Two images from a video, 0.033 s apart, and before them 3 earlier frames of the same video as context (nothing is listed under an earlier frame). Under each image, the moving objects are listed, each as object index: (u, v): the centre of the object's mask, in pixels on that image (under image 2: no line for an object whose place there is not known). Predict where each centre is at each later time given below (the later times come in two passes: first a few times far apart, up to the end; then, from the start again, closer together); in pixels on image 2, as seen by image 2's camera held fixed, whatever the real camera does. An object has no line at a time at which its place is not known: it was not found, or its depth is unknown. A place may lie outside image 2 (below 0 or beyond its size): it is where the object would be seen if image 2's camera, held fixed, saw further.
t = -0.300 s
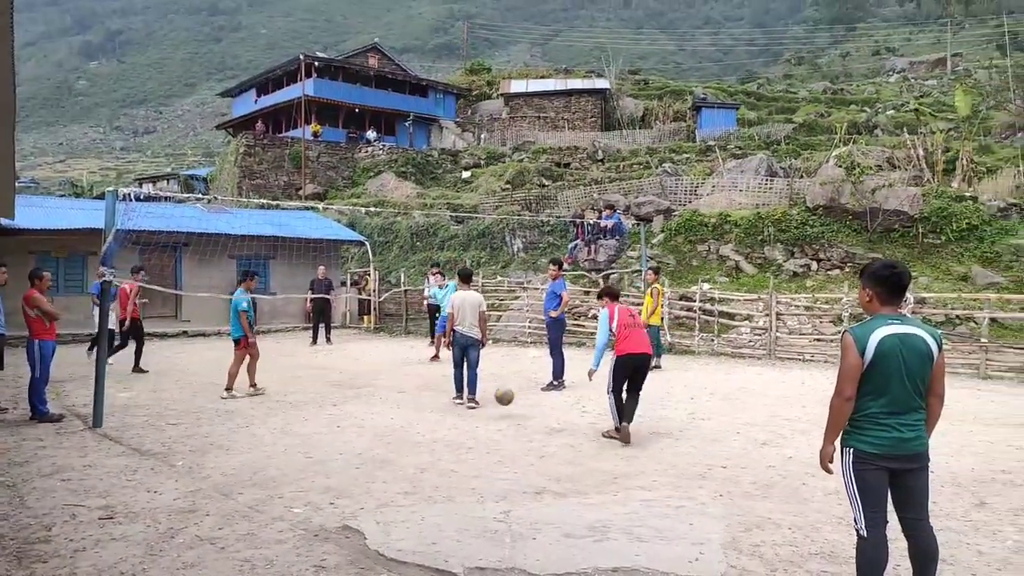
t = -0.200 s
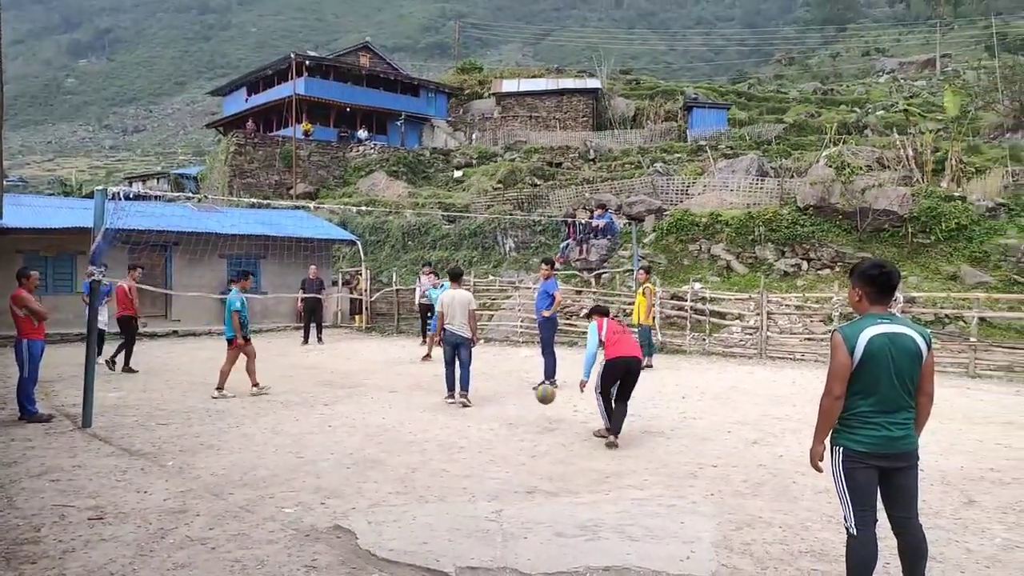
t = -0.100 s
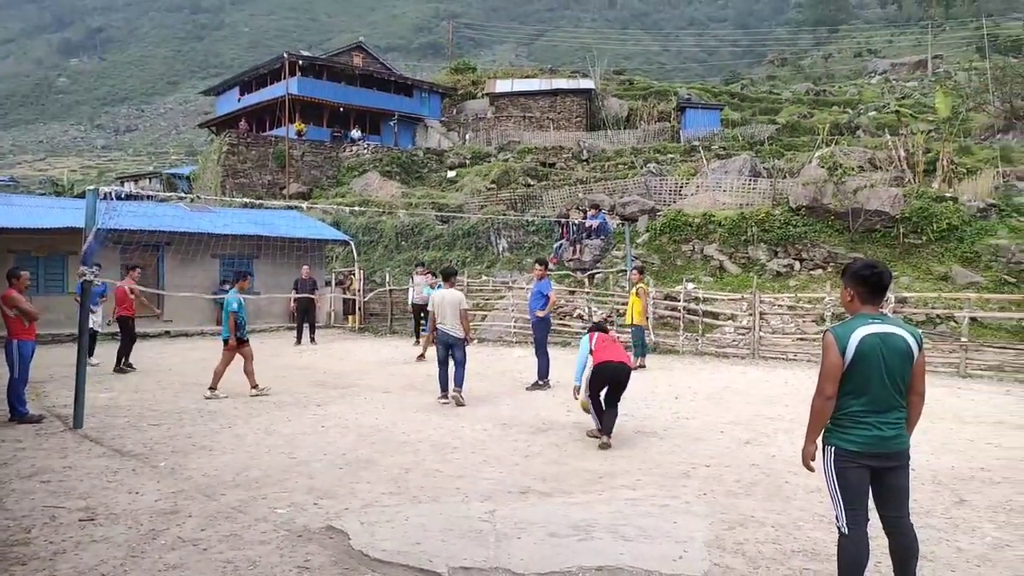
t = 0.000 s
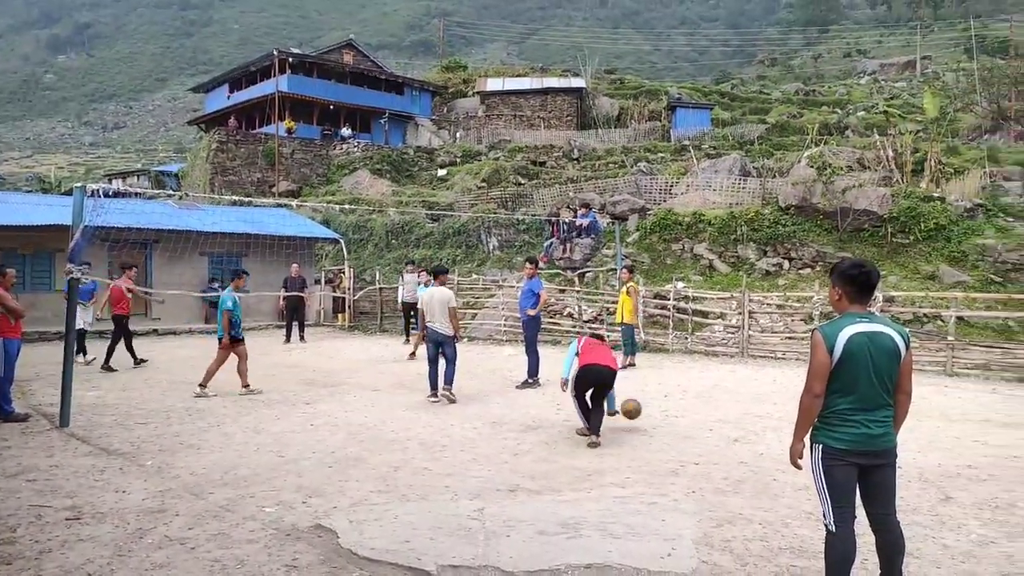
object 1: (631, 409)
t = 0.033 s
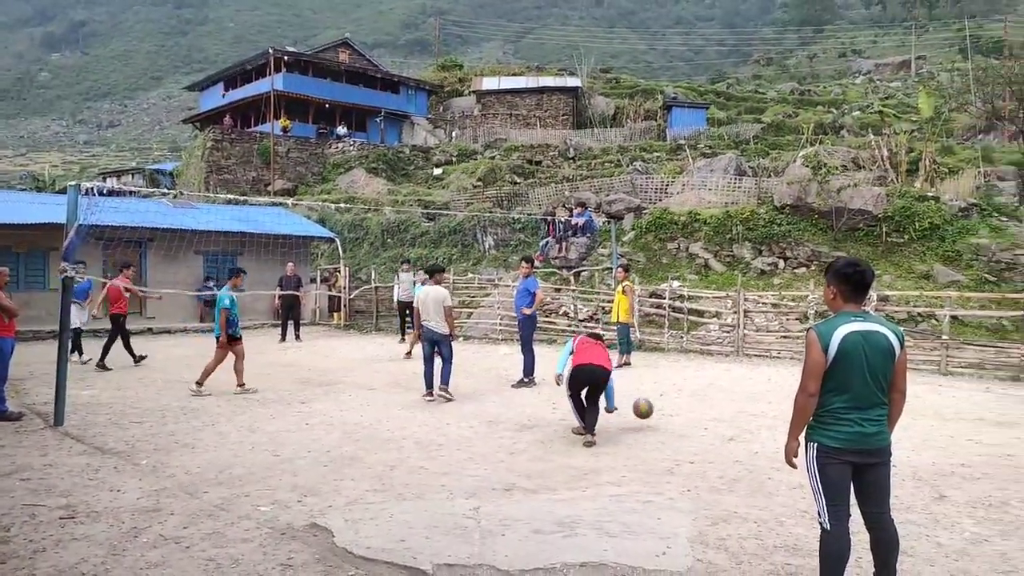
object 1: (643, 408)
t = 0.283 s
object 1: (765, 411)
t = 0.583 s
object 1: (918, 430)
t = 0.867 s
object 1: (1077, 441)
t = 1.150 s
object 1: (1250, 452)
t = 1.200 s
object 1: (1281, 456)
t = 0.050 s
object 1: (651, 409)
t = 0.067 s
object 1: (659, 410)
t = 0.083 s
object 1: (667, 412)
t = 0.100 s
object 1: (676, 413)
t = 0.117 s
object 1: (685, 415)
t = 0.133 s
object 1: (693, 418)
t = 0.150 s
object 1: (701, 421)
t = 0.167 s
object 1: (709, 421)
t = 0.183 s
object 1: (717, 419)
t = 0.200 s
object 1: (725, 417)
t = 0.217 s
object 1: (733, 415)
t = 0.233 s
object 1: (741, 414)
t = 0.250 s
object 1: (749, 413)
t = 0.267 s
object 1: (757, 412)
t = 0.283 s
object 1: (765, 411)
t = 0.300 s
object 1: (773, 411)
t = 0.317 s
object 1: (781, 412)
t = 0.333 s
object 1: (786, 412)
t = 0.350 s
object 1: (790, 412)
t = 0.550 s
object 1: (904, 431)
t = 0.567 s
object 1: (909, 430)
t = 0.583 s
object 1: (918, 430)
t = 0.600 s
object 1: (927, 431)
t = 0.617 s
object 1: (936, 432)
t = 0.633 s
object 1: (945, 433)
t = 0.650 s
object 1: (954, 435)
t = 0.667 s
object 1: (964, 437)
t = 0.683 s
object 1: (973, 438)
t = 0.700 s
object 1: (982, 438)
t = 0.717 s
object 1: (991, 438)
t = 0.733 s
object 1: (1001, 438)
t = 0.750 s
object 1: (1010, 438)
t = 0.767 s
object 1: (1020, 439)
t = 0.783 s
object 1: (1030, 440)
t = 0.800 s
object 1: (1039, 441)
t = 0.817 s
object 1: (1049, 443)
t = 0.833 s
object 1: (1058, 442)
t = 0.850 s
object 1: (1068, 441)
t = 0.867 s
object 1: (1077, 441)
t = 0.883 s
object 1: (1087, 440)
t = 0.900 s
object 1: (1097, 440)
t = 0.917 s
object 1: (1106, 440)
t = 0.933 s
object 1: (1116, 440)
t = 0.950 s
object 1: (1126, 441)
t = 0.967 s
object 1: (1136, 442)
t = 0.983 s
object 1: (1146, 444)
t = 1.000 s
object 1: (1156, 447)
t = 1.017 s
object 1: (1166, 449)
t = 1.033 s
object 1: (1176, 450)
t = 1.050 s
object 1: (1186, 450)
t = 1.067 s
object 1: (1197, 450)
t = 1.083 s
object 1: (1207, 449)
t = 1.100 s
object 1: (1218, 449)
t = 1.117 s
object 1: (1228, 450)
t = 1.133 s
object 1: (1239, 451)
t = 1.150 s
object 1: (1250, 452)
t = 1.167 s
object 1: (1260, 454)
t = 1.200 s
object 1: (1281, 456)
